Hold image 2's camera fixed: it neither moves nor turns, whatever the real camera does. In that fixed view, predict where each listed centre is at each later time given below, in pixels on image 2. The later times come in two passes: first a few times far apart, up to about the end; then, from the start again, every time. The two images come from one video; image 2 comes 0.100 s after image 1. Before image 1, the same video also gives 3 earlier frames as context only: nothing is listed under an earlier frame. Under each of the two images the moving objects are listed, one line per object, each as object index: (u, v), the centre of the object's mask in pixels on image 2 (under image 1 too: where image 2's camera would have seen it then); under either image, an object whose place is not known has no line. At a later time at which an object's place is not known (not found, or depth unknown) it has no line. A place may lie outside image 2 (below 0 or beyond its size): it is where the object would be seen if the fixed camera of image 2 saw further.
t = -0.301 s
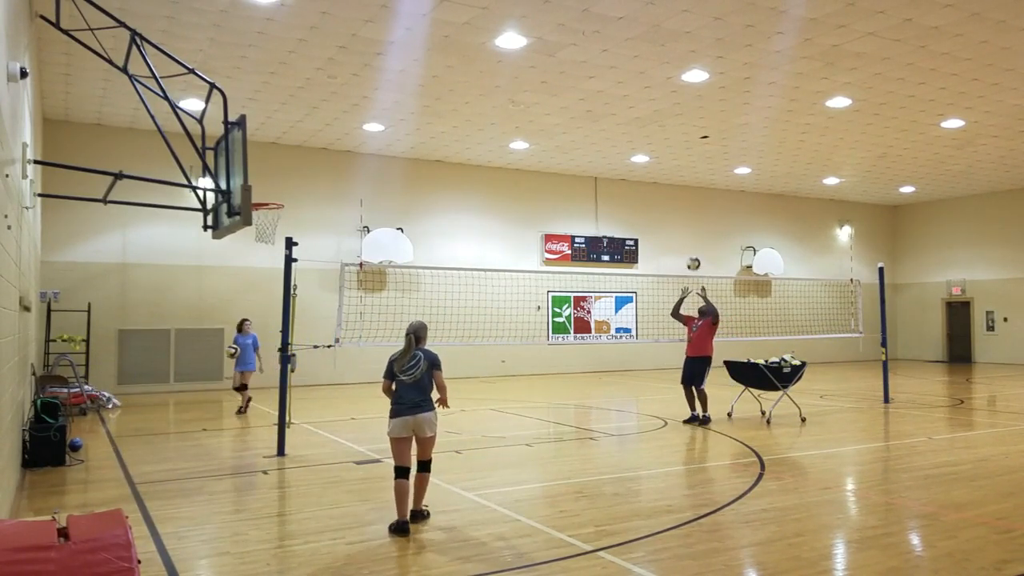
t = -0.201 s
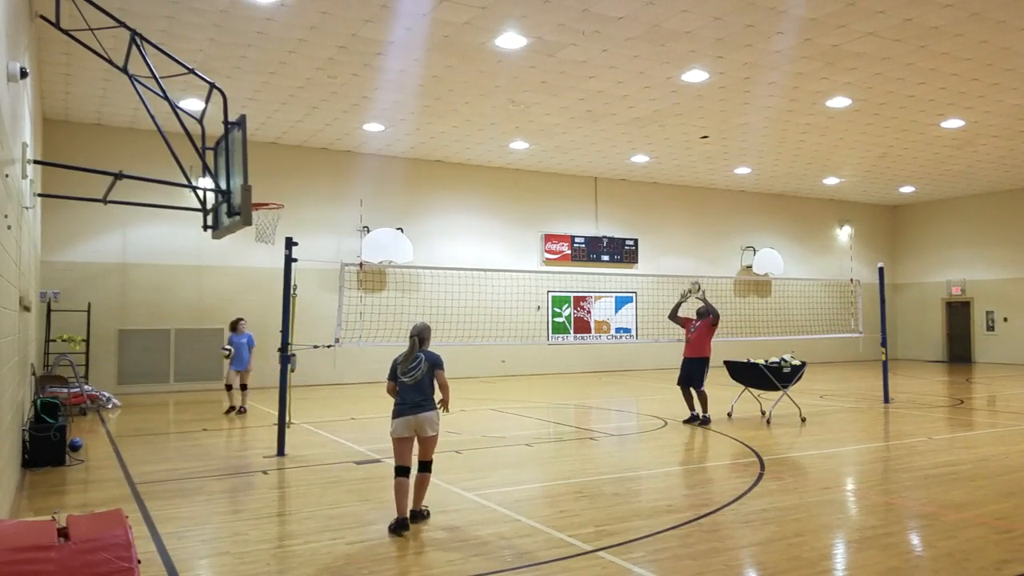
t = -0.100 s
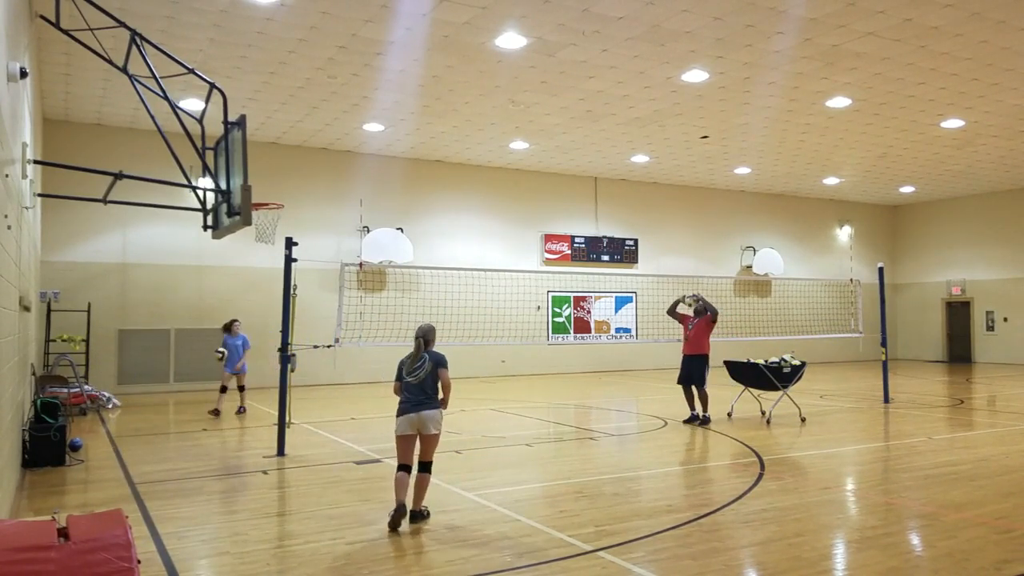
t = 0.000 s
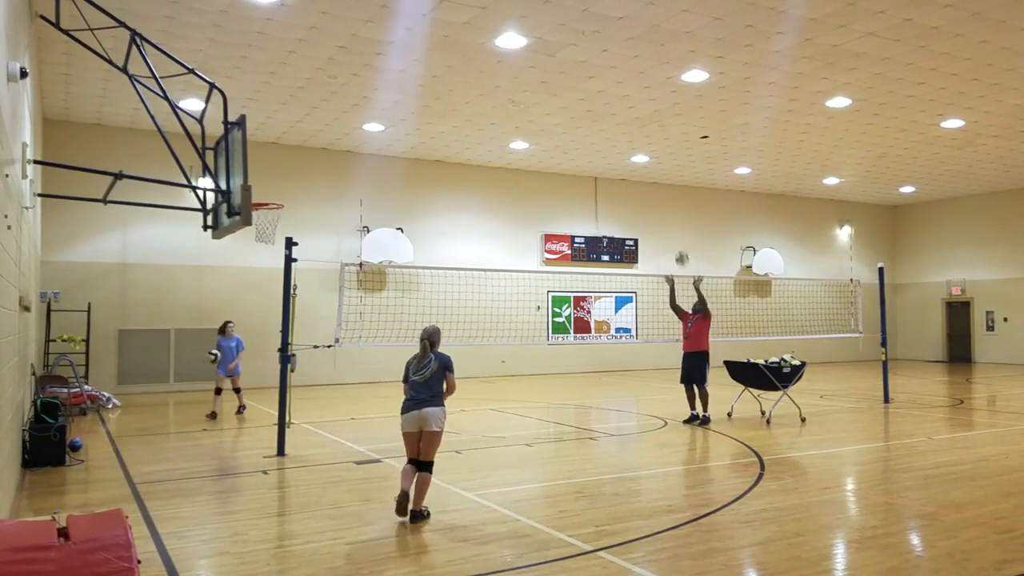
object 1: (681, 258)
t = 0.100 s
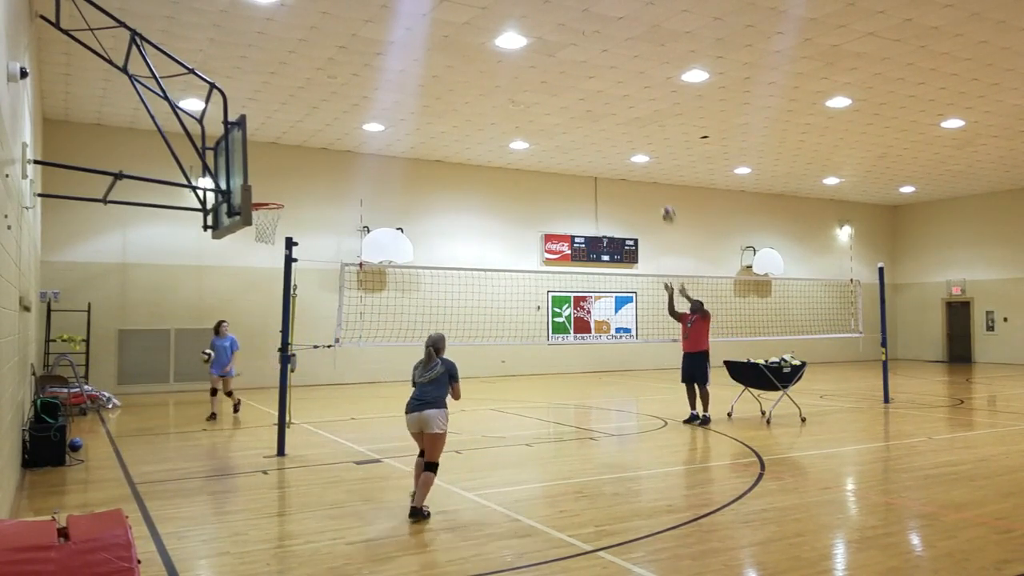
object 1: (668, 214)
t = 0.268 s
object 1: (645, 155)
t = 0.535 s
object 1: (605, 95)
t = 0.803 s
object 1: (564, 85)
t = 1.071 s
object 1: (520, 131)
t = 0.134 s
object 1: (663, 201)
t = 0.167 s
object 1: (658, 188)
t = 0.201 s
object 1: (654, 177)
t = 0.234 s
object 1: (650, 166)
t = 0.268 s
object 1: (645, 155)
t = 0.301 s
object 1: (640, 145)
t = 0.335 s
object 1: (635, 136)
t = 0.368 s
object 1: (630, 127)
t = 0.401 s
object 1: (625, 119)
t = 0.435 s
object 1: (620, 112)
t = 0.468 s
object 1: (615, 106)
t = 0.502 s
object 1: (610, 100)
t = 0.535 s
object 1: (605, 95)
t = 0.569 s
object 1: (600, 91)
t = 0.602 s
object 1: (595, 88)
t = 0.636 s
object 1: (590, 85)
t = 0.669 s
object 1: (585, 83)
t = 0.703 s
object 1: (580, 82)
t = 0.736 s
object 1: (574, 82)
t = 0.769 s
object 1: (569, 83)
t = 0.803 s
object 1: (564, 85)
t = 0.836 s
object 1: (558, 87)
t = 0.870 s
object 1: (553, 90)
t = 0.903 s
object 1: (547, 95)
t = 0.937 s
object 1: (542, 100)
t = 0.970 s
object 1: (536, 107)
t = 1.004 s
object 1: (531, 114)
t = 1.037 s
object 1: (525, 123)
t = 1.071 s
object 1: (520, 131)
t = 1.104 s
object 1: (514, 142)
